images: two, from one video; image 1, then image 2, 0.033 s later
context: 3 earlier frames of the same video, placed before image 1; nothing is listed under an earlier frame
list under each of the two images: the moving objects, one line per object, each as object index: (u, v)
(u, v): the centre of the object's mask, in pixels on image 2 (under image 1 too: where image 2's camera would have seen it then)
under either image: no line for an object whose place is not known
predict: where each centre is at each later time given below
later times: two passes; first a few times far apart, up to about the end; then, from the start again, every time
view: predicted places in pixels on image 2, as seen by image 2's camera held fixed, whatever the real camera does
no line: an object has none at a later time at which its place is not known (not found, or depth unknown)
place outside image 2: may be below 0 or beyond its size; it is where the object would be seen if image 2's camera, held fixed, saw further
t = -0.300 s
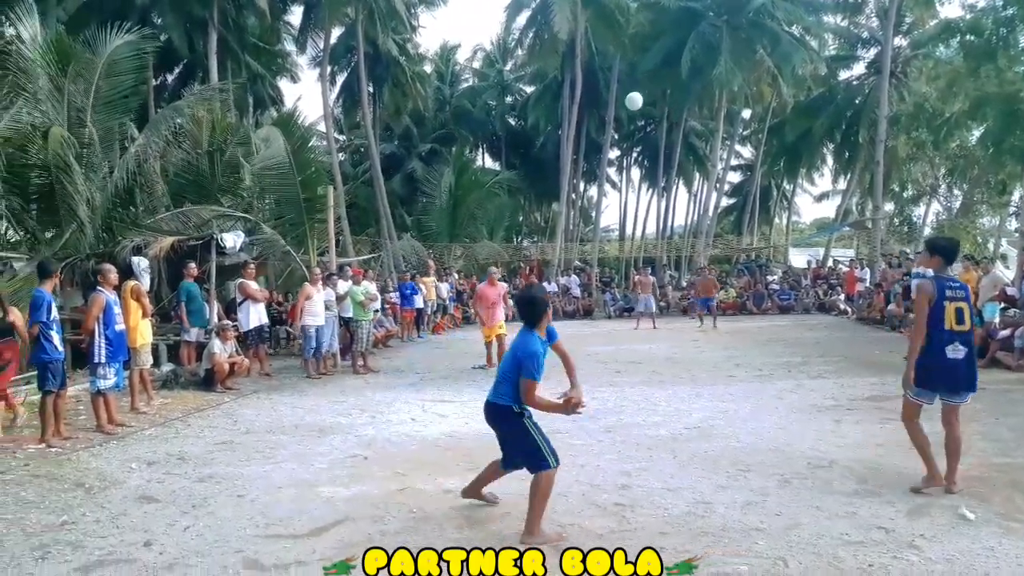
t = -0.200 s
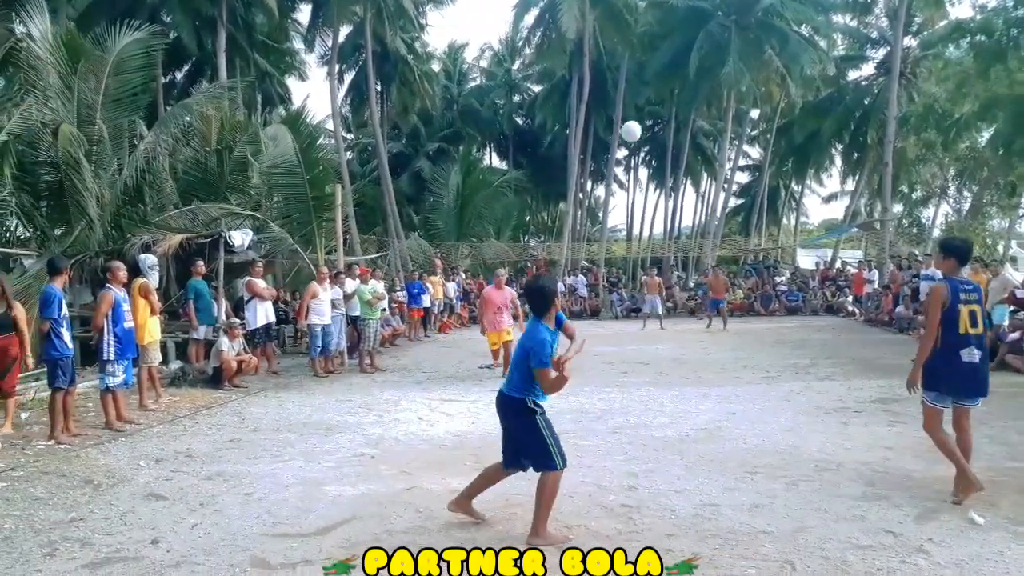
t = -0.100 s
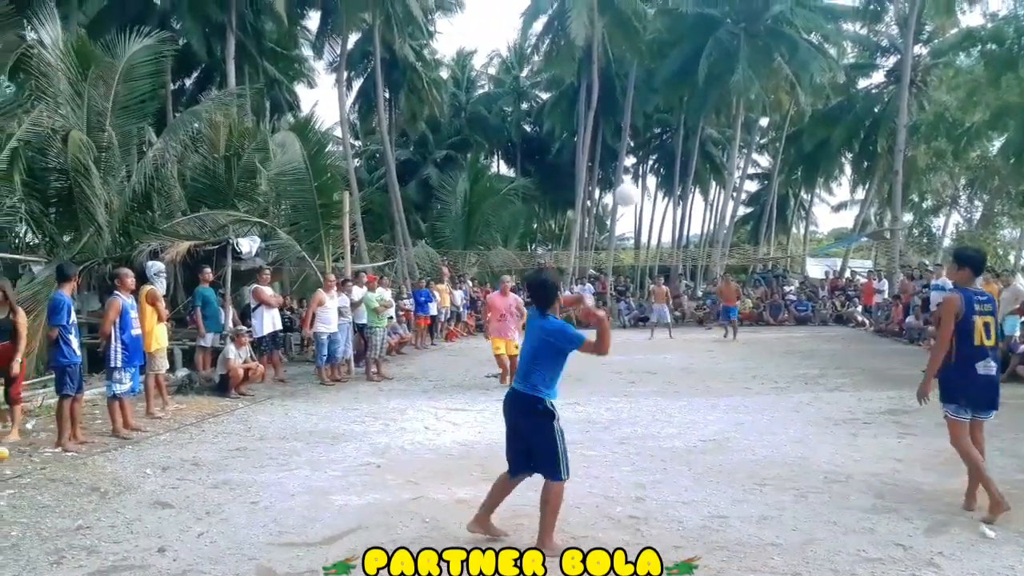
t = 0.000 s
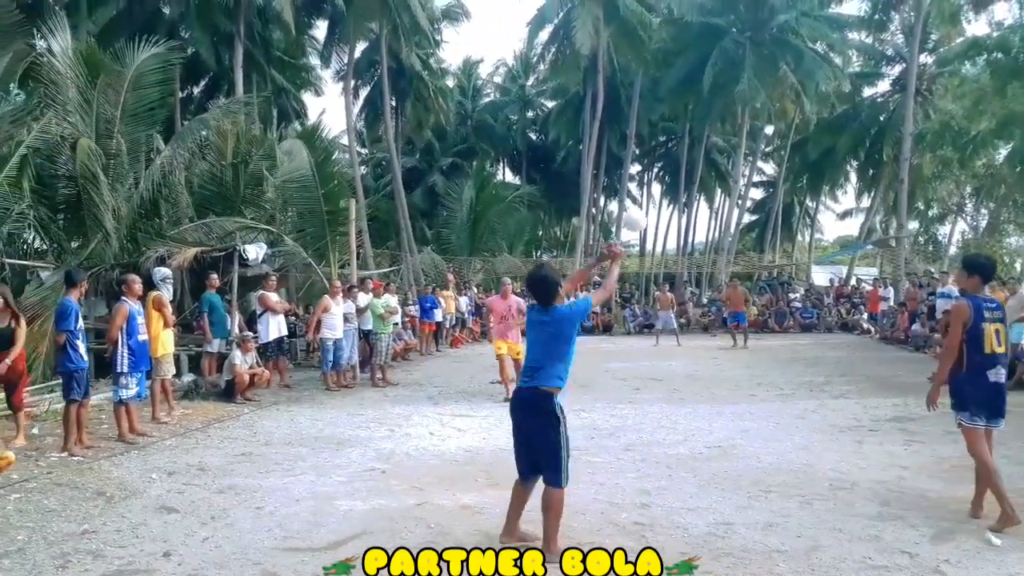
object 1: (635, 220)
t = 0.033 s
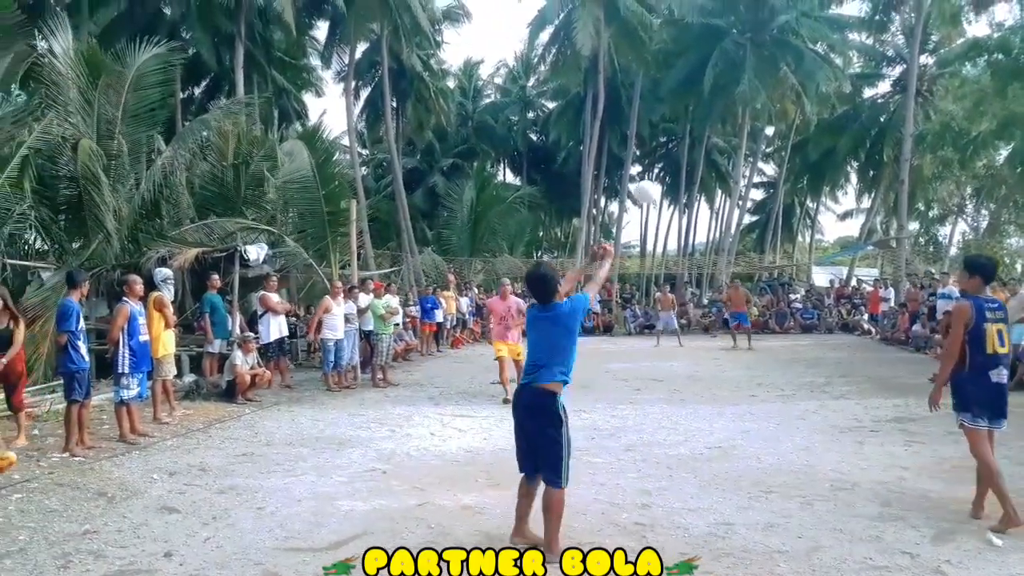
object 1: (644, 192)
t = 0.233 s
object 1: (686, 95)
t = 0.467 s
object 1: (713, 70)
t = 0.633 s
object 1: (727, 80)
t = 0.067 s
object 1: (654, 167)
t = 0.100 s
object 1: (662, 147)
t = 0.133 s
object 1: (669, 130)
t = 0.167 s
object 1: (675, 116)
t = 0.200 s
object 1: (681, 104)
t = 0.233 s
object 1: (686, 95)
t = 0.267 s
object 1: (691, 88)
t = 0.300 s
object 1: (695, 82)
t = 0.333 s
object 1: (699, 77)
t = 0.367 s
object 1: (703, 74)
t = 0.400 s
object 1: (706, 72)
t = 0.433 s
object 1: (710, 70)
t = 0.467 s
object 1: (713, 70)
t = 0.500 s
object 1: (716, 71)
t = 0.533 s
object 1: (719, 72)
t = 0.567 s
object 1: (722, 74)
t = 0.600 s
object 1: (724, 77)
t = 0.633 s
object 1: (727, 80)
